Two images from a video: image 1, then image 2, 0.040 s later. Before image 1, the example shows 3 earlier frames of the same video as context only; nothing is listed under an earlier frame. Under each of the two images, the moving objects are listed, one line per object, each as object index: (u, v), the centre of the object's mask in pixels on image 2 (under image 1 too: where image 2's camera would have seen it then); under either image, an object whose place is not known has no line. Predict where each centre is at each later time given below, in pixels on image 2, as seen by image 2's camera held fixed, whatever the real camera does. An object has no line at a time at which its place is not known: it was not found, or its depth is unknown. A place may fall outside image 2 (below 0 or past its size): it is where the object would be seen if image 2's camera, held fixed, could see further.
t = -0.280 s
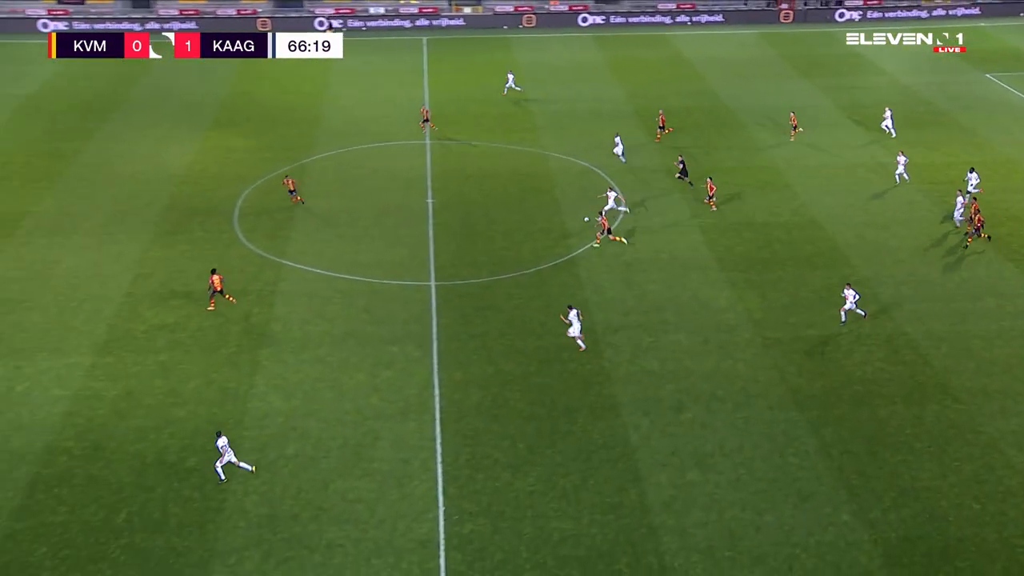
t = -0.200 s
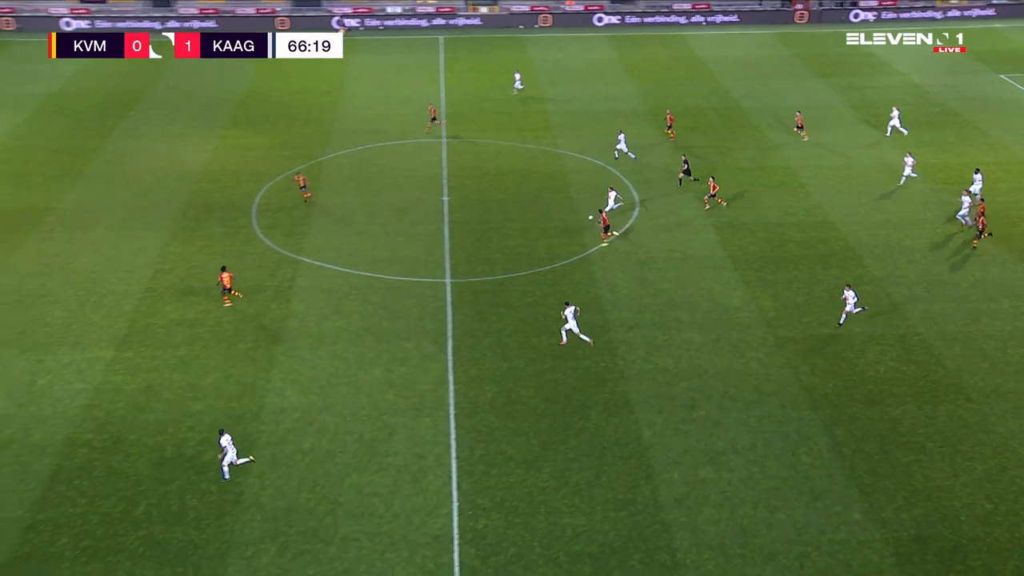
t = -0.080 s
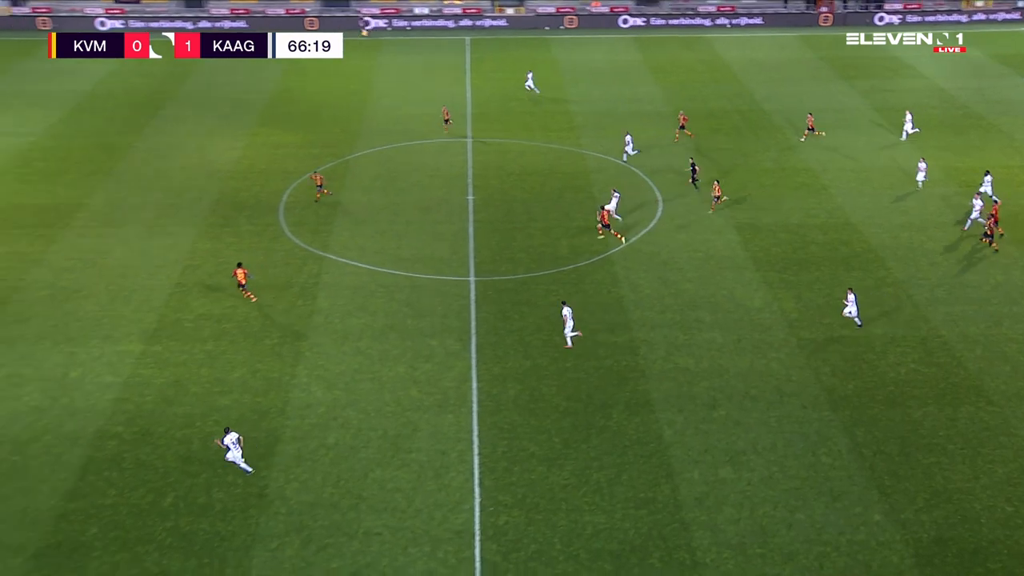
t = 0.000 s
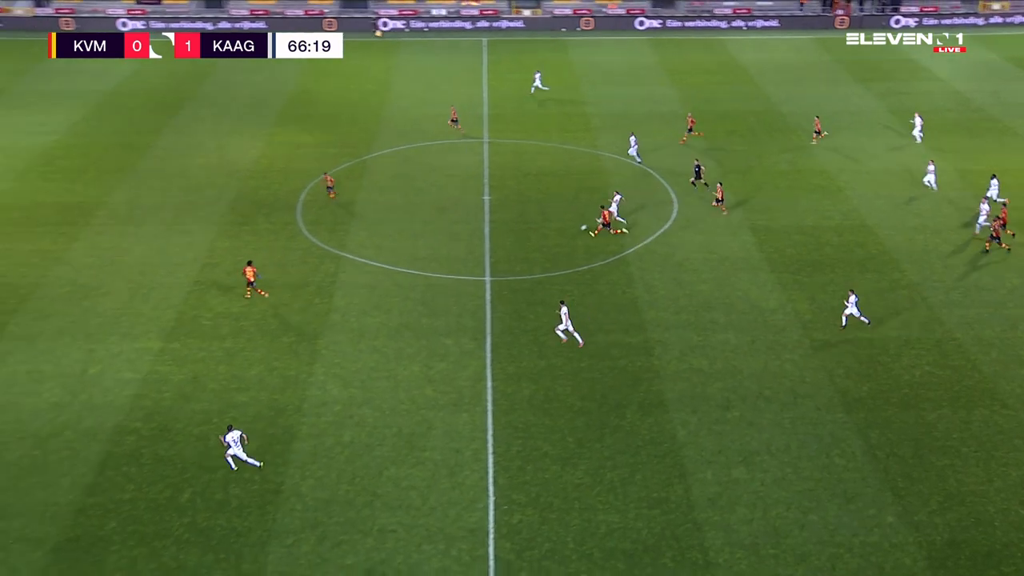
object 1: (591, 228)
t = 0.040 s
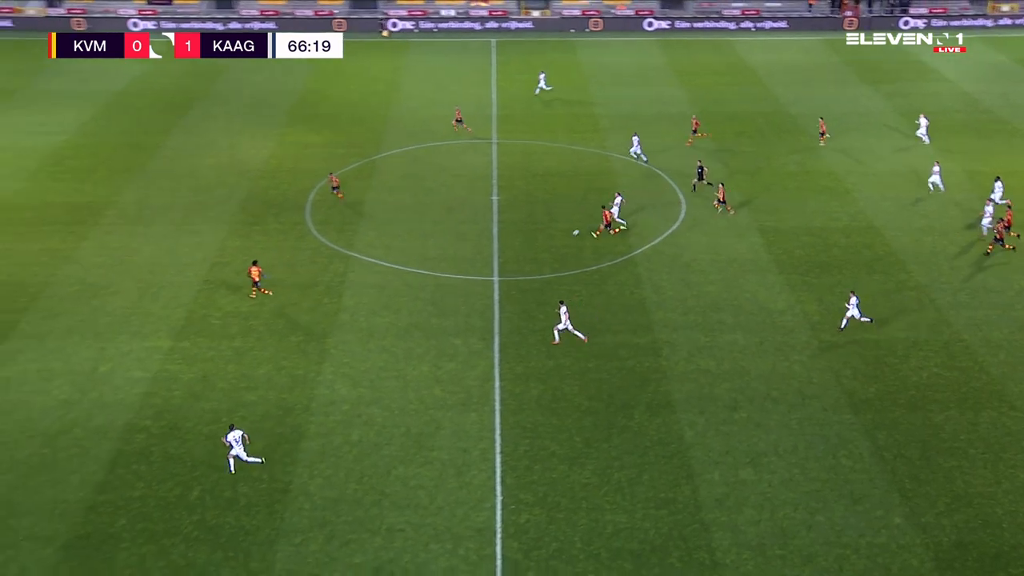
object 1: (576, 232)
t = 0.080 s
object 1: (560, 237)
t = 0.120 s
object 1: (546, 242)
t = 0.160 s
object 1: (531, 247)
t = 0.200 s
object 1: (517, 251)
